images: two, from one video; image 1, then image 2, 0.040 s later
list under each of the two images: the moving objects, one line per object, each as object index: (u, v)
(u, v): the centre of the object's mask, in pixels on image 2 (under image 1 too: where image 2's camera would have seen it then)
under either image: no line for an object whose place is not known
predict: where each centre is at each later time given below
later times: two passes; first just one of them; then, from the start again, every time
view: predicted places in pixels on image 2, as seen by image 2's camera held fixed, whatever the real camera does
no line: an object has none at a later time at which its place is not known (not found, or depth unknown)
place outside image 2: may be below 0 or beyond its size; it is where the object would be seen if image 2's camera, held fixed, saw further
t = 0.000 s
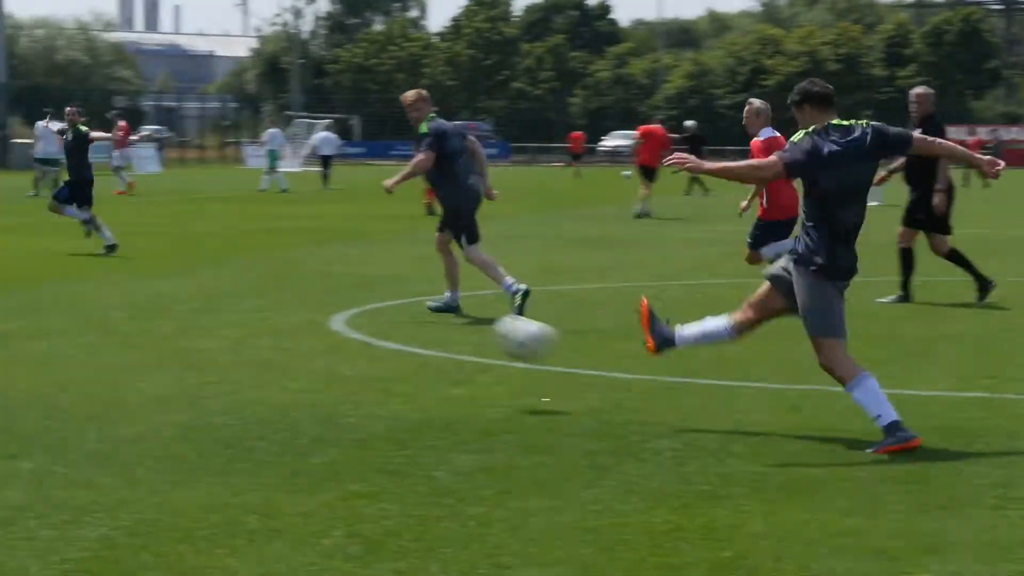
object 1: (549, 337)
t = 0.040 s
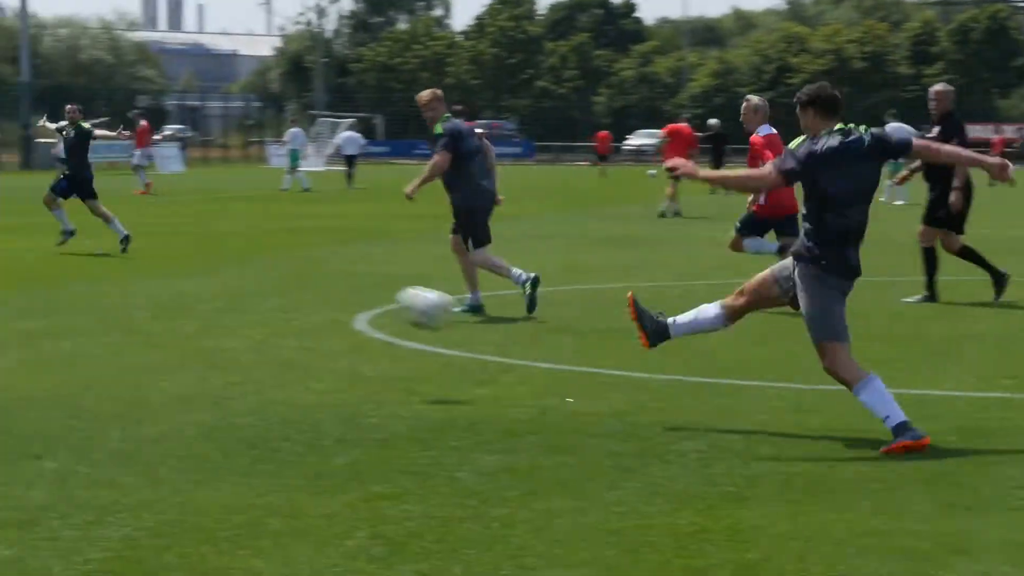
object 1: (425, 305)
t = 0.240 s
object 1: (-35, 226)
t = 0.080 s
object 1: (315, 282)
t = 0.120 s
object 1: (215, 263)
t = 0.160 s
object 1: (126, 246)
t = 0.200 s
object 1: (44, 233)
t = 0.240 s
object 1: (-35, 226)
